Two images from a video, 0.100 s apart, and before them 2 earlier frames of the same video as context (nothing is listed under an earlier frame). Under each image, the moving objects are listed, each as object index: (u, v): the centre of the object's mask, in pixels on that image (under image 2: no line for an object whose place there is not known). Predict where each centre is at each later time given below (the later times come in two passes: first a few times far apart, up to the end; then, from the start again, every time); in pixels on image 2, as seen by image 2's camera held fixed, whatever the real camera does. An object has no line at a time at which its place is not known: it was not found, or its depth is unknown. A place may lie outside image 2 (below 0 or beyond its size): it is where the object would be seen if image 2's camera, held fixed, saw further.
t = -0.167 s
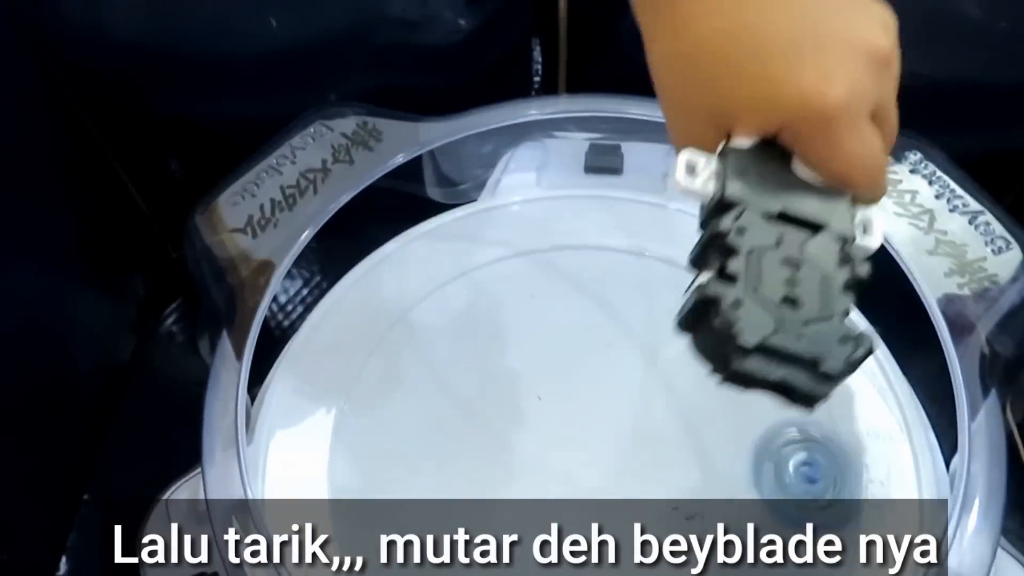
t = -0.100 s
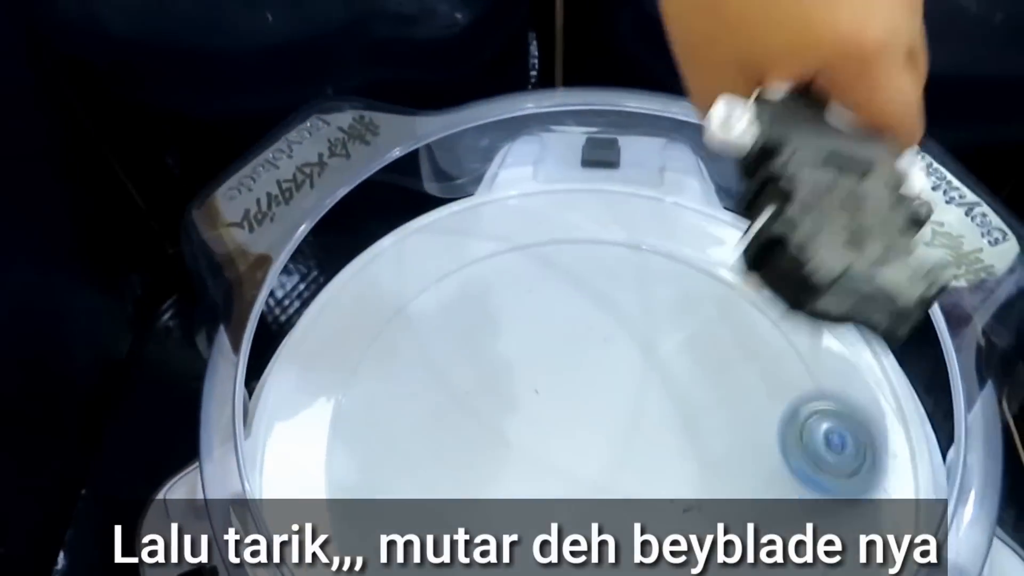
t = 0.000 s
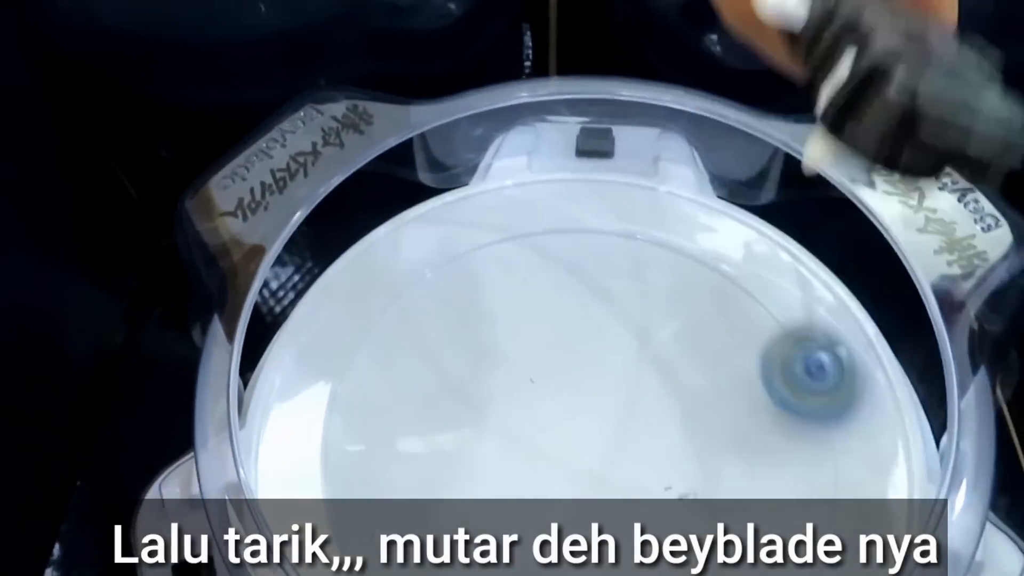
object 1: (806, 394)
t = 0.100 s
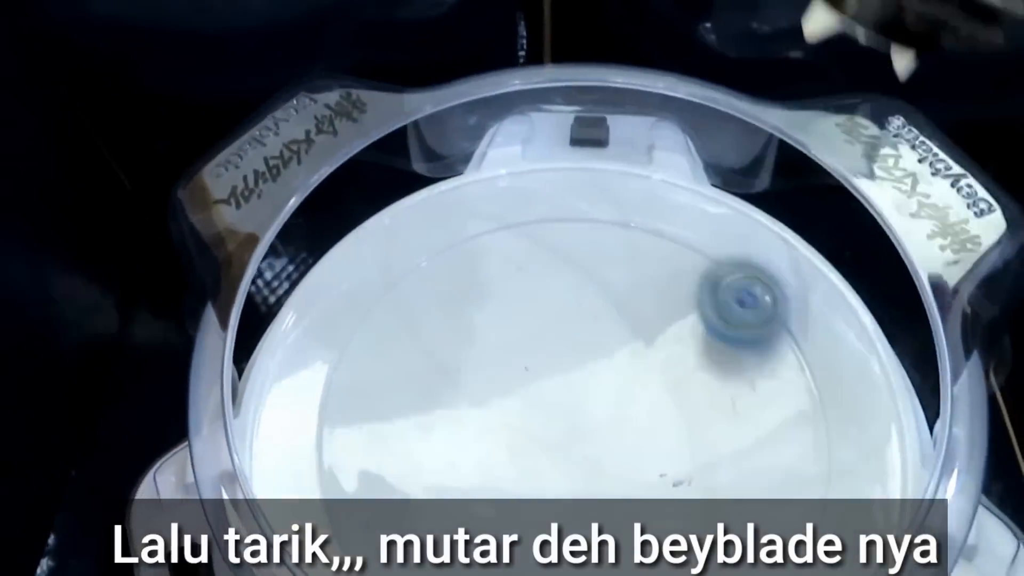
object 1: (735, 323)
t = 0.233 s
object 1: (633, 239)
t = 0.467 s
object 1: (424, 350)
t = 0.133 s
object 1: (712, 305)
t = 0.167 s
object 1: (686, 283)
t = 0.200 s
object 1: (659, 261)
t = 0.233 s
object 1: (633, 239)
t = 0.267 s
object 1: (602, 230)
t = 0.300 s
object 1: (564, 230)
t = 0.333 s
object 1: (527, 234)
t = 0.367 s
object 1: (495, 246)
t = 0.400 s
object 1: (462, 272)
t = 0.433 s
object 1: (439, 308)
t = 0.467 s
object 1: (424, 350)
